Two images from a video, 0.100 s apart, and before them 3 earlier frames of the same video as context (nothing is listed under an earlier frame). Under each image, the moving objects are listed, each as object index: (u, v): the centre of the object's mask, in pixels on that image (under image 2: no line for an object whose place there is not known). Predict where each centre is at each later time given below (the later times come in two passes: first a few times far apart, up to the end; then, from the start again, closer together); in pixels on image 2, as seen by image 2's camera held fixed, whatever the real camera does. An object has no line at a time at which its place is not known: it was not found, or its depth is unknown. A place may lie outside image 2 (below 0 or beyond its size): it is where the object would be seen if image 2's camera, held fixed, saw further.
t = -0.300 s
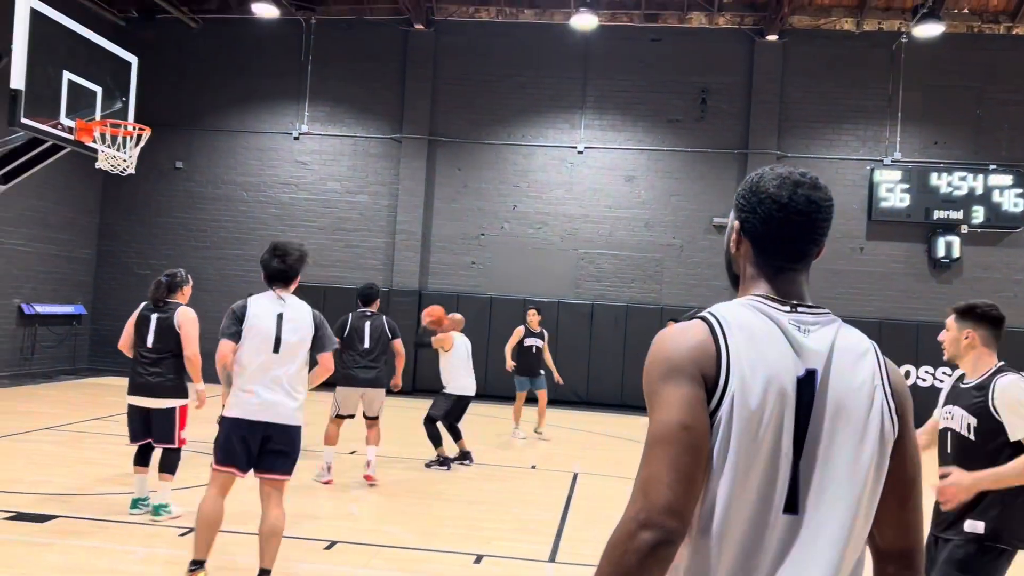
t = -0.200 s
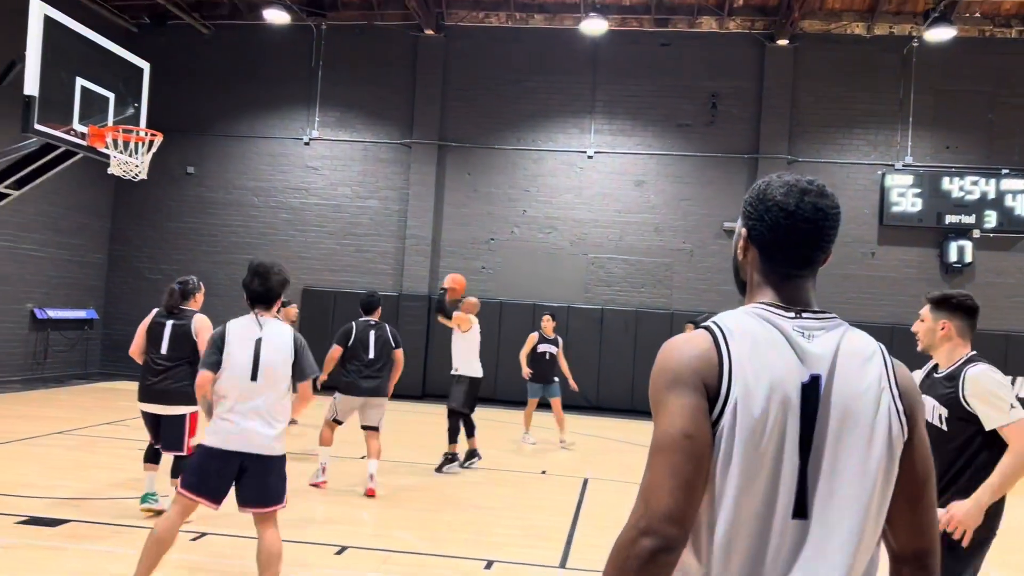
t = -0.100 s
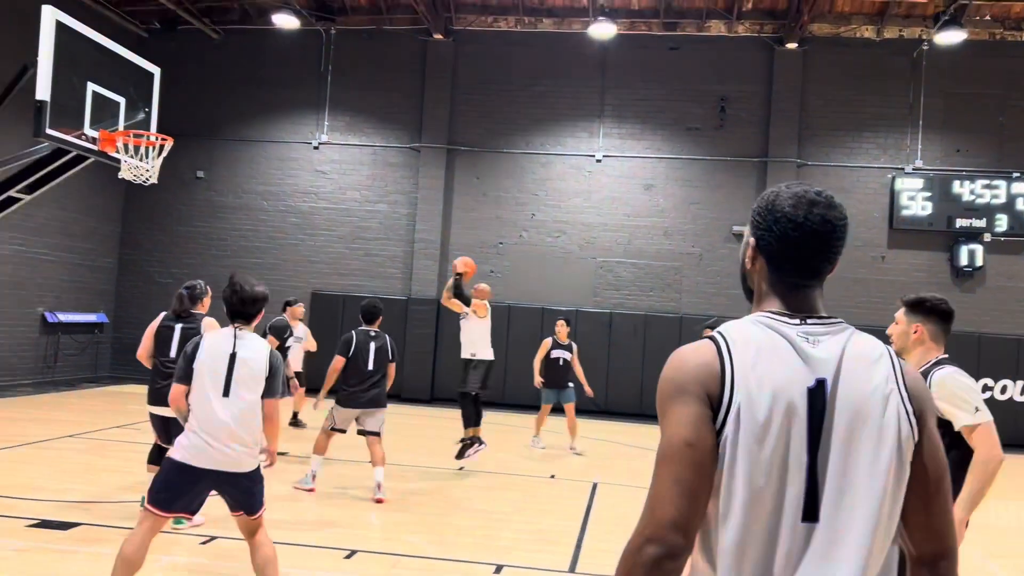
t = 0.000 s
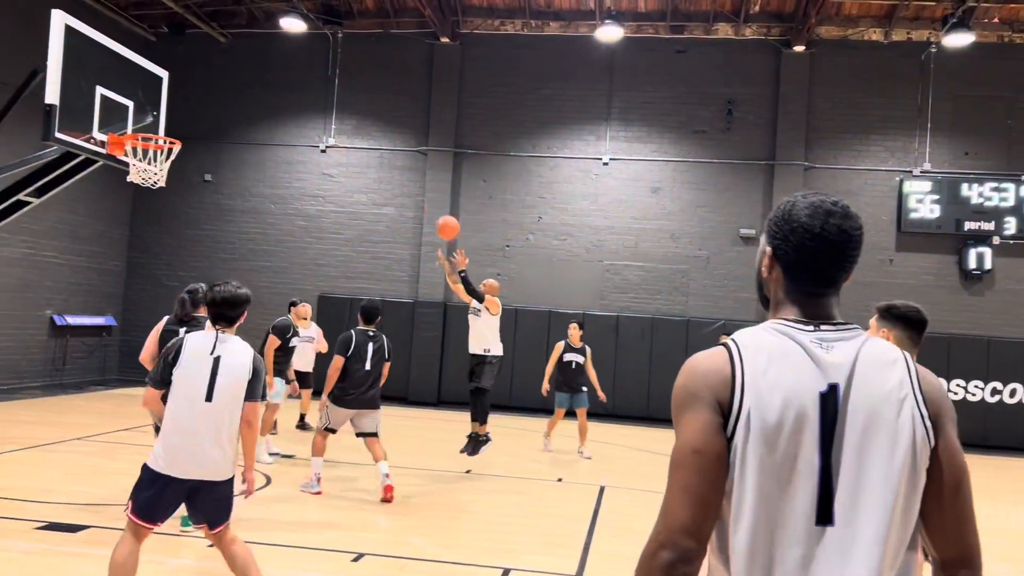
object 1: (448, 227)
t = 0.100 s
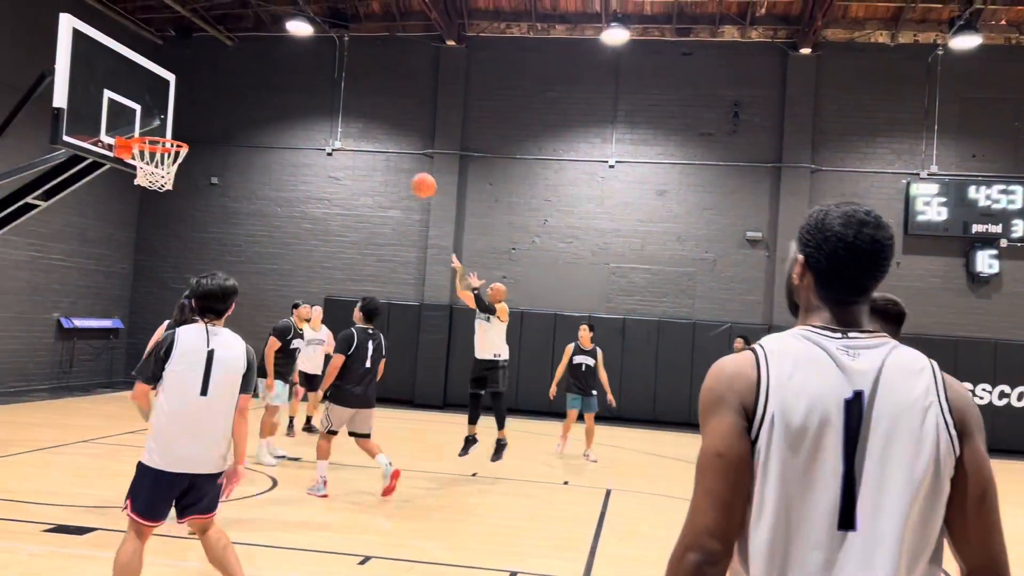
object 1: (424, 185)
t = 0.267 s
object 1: (370, 128)
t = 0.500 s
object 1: (288, 91)
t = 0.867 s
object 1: (148, 145)
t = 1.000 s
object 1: (160, 202)
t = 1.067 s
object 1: (168, 236)
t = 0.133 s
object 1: (413, 172)
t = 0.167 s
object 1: (403, 160)
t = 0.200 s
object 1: (392, 148)
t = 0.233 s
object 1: (381, 137)
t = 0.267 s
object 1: (370, 128)
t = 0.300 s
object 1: (359, 119)
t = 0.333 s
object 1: (347, 112)
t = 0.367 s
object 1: (336, 106)
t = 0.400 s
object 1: (324, 100)
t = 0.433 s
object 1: (312, 96)
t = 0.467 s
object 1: (300, 93)
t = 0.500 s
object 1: (288, 91)
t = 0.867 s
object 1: (148, 145)
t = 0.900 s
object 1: (150, 157)
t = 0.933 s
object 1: (153, 173)
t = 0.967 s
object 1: (156, 191)
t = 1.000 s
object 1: (160, 202)
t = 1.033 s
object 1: (164, 218)
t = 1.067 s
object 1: (168, 236)
